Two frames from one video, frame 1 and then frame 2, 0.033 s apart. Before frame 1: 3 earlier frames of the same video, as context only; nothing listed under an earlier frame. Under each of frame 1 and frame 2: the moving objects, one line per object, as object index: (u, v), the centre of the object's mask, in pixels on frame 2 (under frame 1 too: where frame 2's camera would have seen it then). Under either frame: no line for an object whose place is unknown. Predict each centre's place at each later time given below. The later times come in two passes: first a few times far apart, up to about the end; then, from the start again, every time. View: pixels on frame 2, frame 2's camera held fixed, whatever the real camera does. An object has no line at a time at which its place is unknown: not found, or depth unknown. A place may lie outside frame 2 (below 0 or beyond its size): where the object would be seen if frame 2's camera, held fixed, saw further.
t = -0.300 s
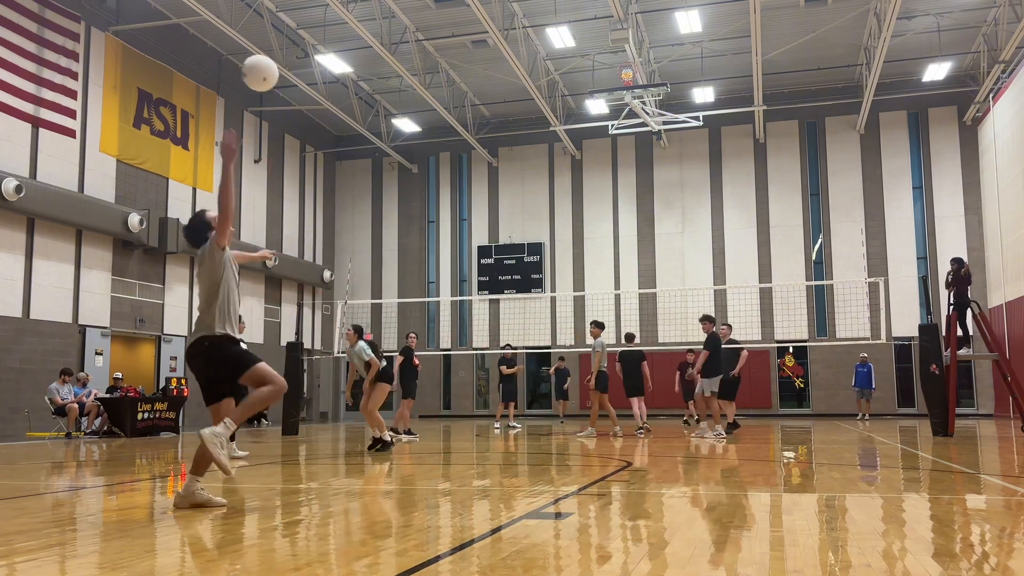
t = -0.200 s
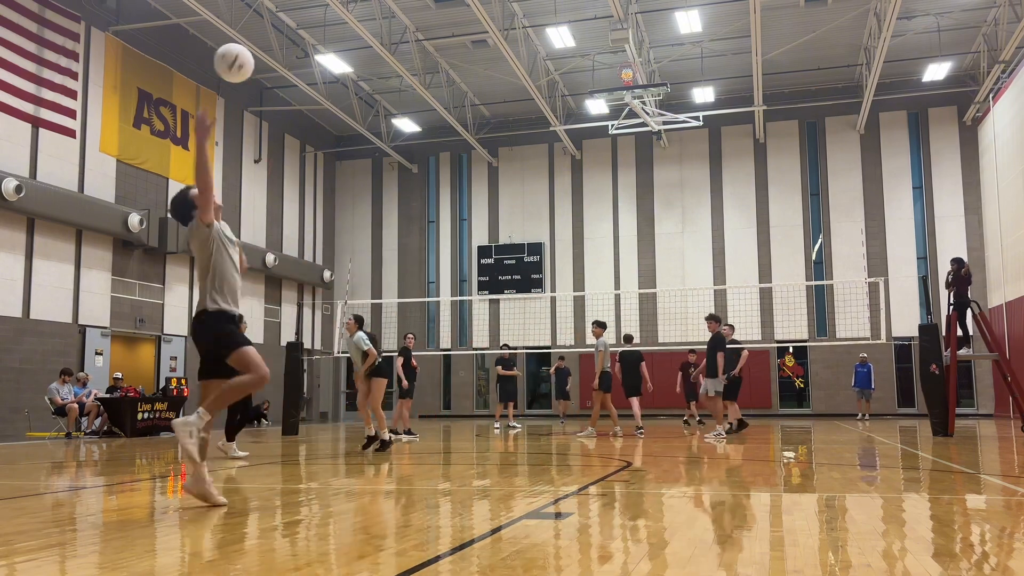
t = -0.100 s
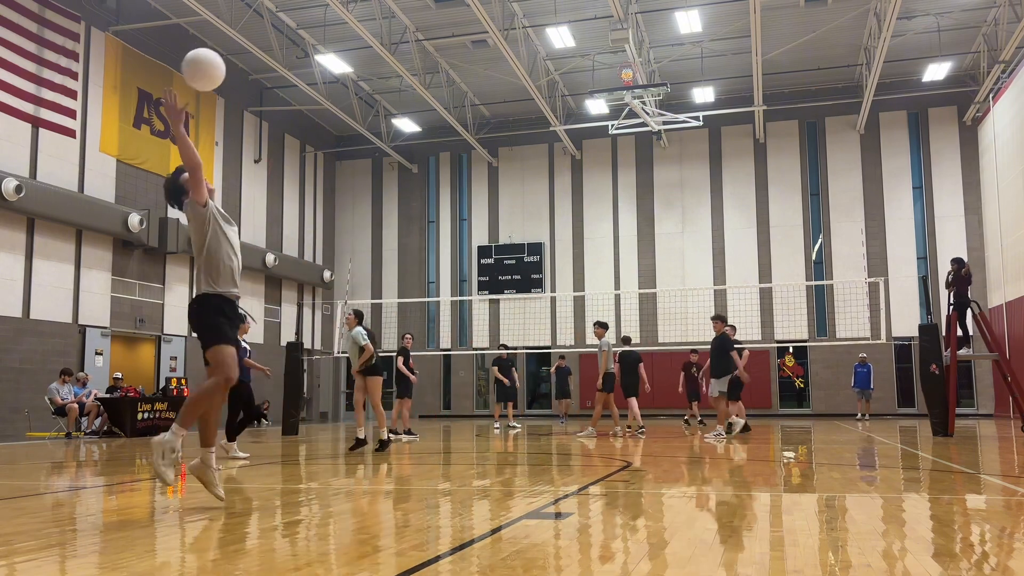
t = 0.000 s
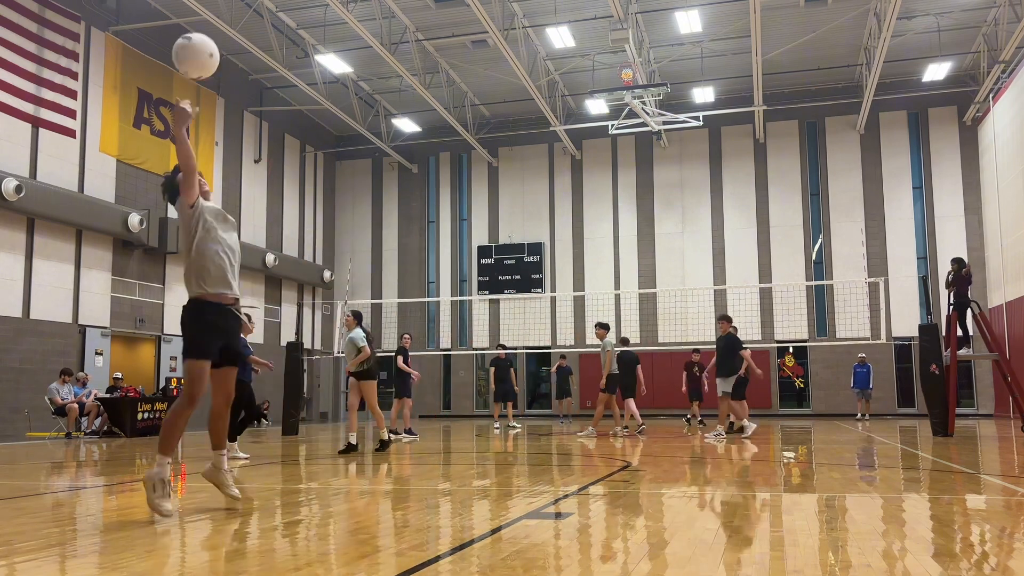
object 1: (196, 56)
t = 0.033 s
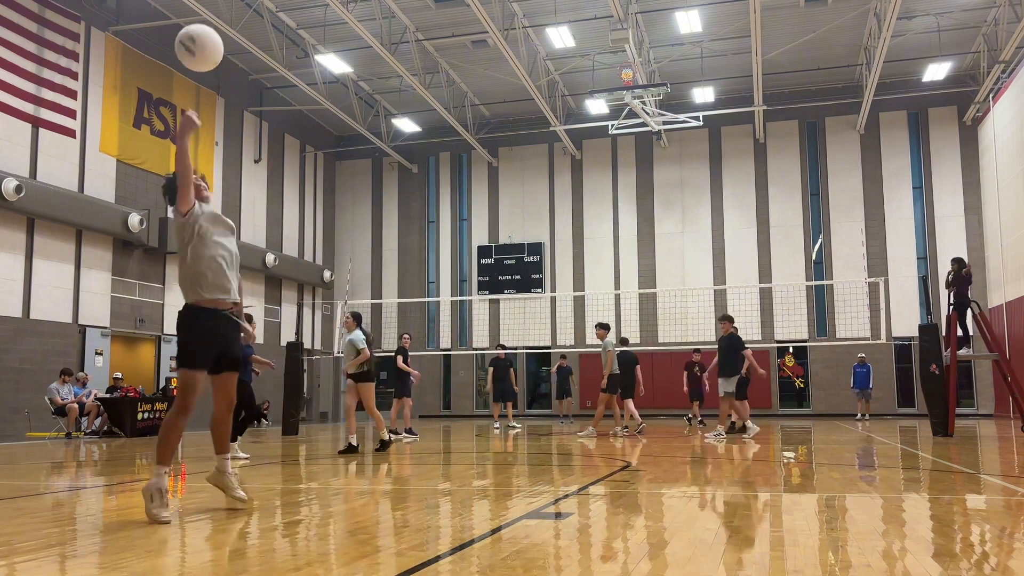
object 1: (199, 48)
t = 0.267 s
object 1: (227, 55)
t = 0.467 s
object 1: (259, 203)
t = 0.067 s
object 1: (203, 41)
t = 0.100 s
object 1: (206, 38)
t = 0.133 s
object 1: (210, 36)
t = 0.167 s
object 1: (214, 36)
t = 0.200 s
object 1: (218, 40)
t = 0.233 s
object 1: (223, 46)
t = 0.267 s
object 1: (227, 55)
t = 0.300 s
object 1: (232, 68)
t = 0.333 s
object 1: (236, 85)
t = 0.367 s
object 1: (242, 106)
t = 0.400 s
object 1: (248, 132)
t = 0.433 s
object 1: (254, 163)
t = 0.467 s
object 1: (259, 203)
